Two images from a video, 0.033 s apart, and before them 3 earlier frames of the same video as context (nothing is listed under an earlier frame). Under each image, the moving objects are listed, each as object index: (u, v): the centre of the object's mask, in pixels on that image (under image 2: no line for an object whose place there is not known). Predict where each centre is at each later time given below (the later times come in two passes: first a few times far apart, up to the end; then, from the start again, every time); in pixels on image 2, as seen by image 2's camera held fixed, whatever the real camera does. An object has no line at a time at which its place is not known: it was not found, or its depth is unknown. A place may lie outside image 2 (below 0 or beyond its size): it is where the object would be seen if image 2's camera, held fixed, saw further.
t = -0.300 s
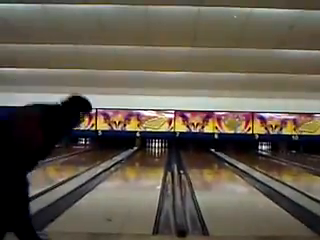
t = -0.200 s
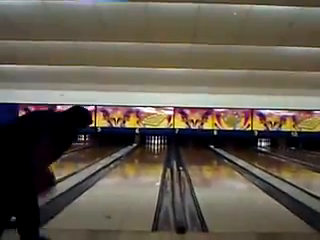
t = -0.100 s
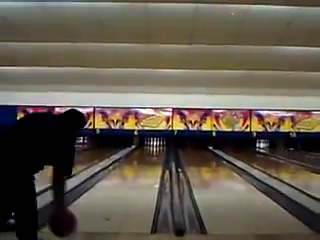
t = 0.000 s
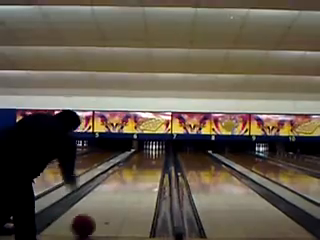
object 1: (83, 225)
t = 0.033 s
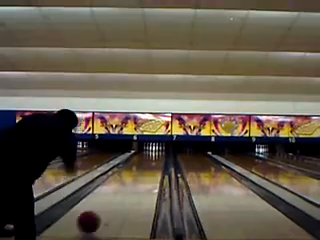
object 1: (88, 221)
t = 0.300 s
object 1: (118, 198)
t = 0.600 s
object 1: (134, 181)
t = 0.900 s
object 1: (142, 173)
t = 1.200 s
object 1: (148, 166)
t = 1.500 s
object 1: (151, 161)
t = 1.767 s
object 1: (152, 159)
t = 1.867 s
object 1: (153, 157)
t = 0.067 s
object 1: (93, 218)
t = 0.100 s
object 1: (98, 215)
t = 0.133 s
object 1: (102, 212)
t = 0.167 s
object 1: (106, 209)
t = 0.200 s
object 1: (109, 206)
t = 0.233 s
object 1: (112, 203)
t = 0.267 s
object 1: (115, 200)
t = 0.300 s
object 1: (118, 198)
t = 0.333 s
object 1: (120, 195)
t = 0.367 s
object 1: (122, 193)
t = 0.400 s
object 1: (125, 191)
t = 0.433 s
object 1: (126, 189)
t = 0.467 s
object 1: (128, 187)
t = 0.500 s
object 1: (130, 185)
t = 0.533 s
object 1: (131, 184)
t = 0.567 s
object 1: (133, 183)
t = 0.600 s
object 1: (134, 181)
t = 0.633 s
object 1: (135, 181)
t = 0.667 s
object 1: (136, 179)
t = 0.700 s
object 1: (137, 178)
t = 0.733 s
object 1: (138, 177)
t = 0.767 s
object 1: (139, 175)
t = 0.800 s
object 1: (140, 175)
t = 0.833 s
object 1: (141, 174)
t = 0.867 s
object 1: (142, 173)
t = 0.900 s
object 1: (142, 173)
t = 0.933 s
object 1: (143, 171)
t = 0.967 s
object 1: (144, 170)
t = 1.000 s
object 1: (144, 170)
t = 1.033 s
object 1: (144, 169)
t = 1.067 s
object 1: (145, 169)
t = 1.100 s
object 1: (146, 168)
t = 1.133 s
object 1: (146, 168)
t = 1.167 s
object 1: (147, 167)
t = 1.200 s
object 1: (148, 166)
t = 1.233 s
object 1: (148, 166)
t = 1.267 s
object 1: (148, 165)
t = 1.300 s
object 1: (148, 165)
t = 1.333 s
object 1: (149, 164)
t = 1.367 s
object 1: (149, 164)
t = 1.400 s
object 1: (149, 163)
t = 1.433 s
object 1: (149, 163)
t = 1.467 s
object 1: (149, 163)
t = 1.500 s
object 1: (151, 161)
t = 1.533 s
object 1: (150, 161)
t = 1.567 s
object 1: (151, 160)
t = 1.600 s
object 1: (151, 159)
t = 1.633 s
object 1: (151, 159)
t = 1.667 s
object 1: (151, 159)
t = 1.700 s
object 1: (151, 159)
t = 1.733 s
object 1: (151, 159)
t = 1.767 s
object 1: (152, 159)
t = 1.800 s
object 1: (152, 159)
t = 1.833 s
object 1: (152, 158)
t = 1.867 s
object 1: (153, 157)
